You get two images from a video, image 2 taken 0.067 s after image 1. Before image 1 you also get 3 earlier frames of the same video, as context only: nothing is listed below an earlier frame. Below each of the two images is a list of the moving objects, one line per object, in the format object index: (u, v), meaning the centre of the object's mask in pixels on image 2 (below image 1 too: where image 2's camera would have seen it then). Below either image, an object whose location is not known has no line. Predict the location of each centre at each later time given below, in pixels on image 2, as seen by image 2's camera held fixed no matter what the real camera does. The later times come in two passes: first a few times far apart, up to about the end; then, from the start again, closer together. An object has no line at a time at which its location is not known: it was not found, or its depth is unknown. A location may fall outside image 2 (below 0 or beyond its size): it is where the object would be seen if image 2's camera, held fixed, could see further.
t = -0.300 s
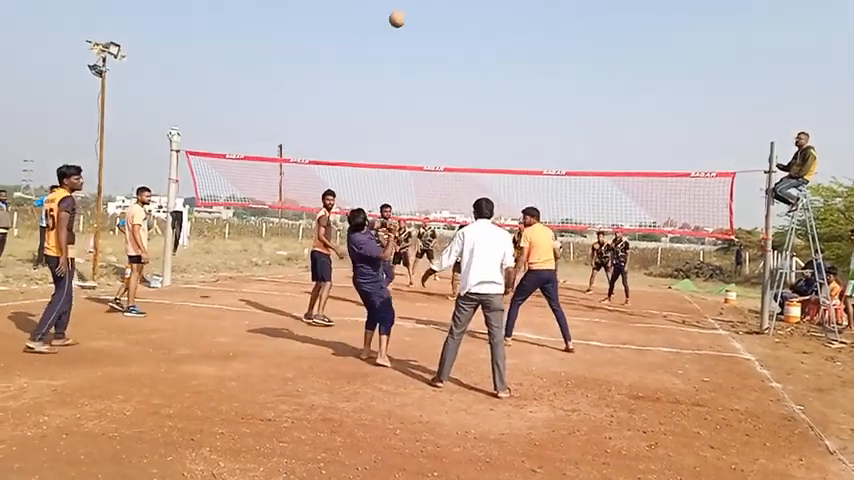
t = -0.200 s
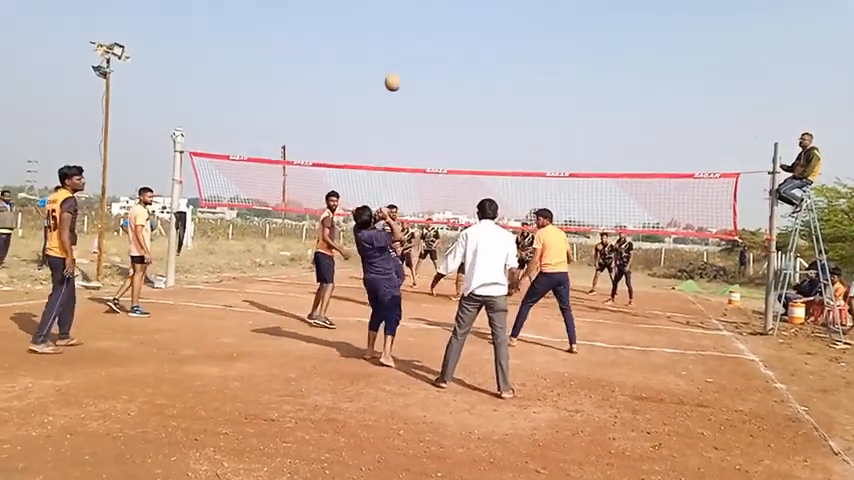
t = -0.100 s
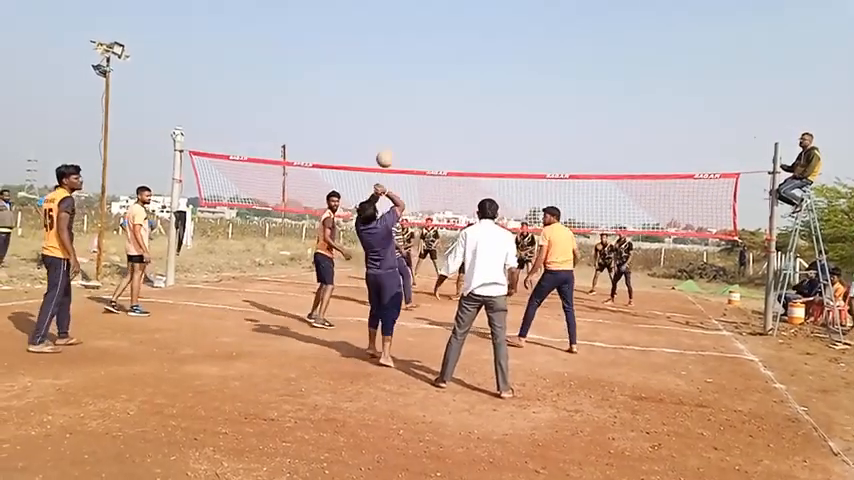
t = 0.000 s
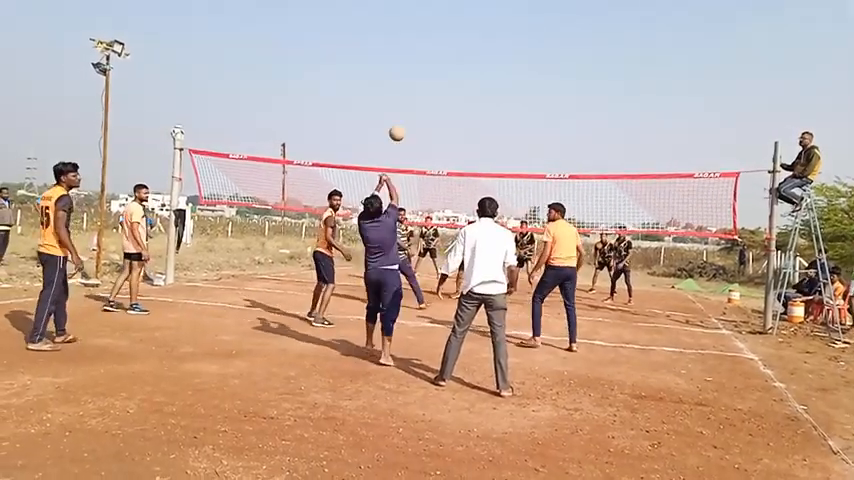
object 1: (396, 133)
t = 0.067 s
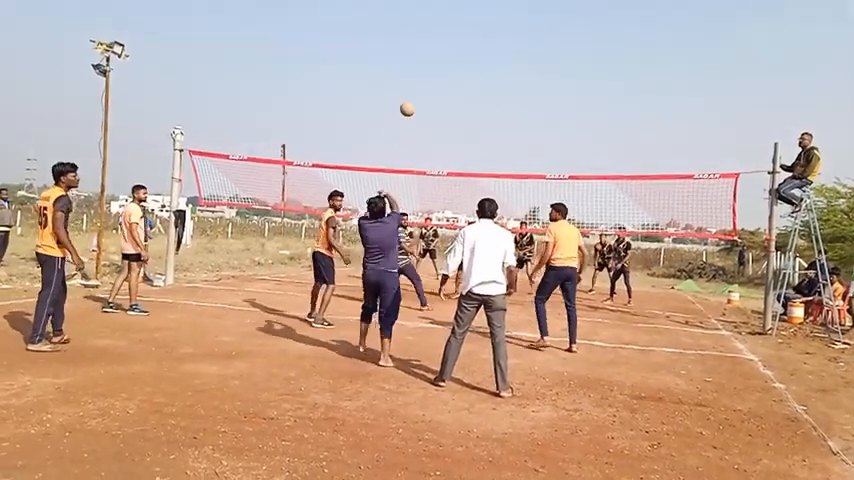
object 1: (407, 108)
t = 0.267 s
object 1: (432, 71)
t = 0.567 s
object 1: (454, 80)
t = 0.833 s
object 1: (465, 125)
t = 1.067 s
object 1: (469, 181)
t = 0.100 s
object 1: (412, 98)
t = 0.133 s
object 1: (417, 91)
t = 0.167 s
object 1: (421, 84)
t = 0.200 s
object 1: (424, 78)
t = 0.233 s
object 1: (428, 74)
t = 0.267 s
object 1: (432, 71)
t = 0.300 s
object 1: (435, 69)
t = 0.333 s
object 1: (438, 68)
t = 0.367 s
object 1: (441, 67)
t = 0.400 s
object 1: (443, 68)
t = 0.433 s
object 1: (446, 70)
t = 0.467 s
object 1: (448, 71)
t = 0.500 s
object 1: (450, 74)
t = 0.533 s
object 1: (452, 77)
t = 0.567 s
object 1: (454, 80)
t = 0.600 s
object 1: (456, 85)
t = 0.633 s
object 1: (458, 89)
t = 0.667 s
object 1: (459, 94)
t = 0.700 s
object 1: (461, 99)
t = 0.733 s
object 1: (462, 105)
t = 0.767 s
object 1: (463, 112)
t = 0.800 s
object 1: (465, 117)
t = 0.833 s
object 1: (465, 125)
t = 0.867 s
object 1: (466, 133)
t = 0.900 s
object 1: (467, 140)
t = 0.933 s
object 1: (467, 147)
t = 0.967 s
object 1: (468, 155)
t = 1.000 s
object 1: (468, 164)
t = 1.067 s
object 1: (469, 181)
